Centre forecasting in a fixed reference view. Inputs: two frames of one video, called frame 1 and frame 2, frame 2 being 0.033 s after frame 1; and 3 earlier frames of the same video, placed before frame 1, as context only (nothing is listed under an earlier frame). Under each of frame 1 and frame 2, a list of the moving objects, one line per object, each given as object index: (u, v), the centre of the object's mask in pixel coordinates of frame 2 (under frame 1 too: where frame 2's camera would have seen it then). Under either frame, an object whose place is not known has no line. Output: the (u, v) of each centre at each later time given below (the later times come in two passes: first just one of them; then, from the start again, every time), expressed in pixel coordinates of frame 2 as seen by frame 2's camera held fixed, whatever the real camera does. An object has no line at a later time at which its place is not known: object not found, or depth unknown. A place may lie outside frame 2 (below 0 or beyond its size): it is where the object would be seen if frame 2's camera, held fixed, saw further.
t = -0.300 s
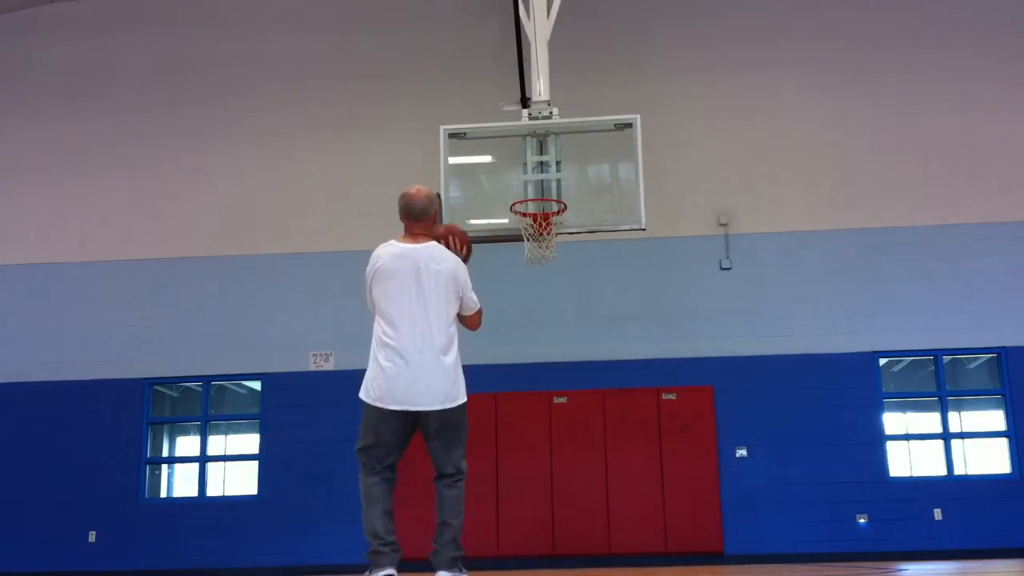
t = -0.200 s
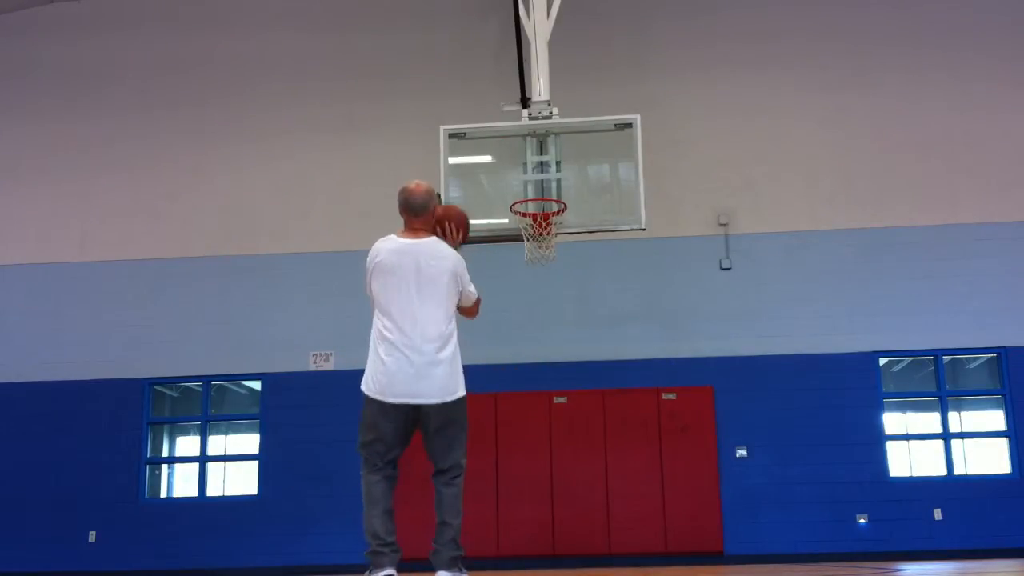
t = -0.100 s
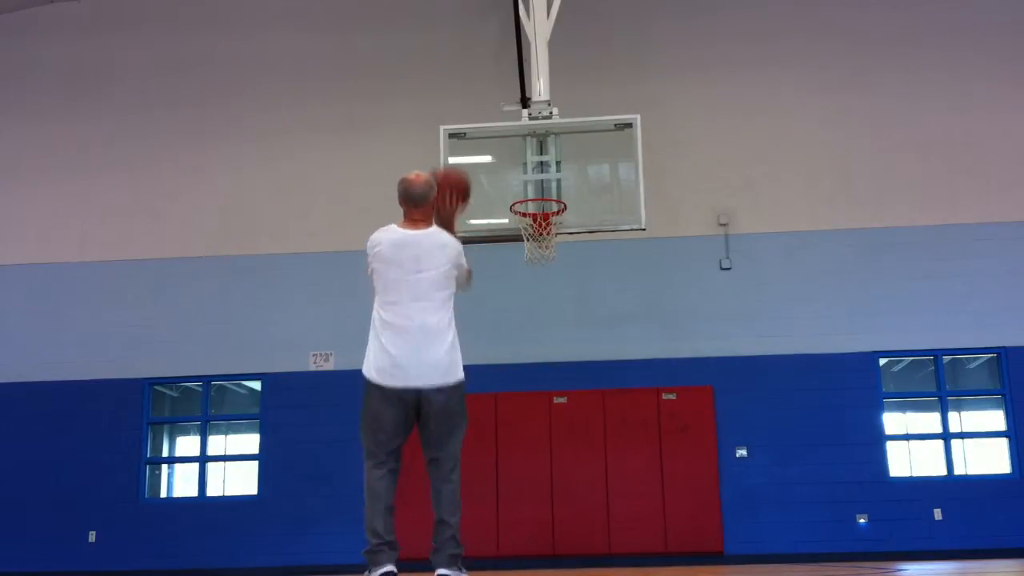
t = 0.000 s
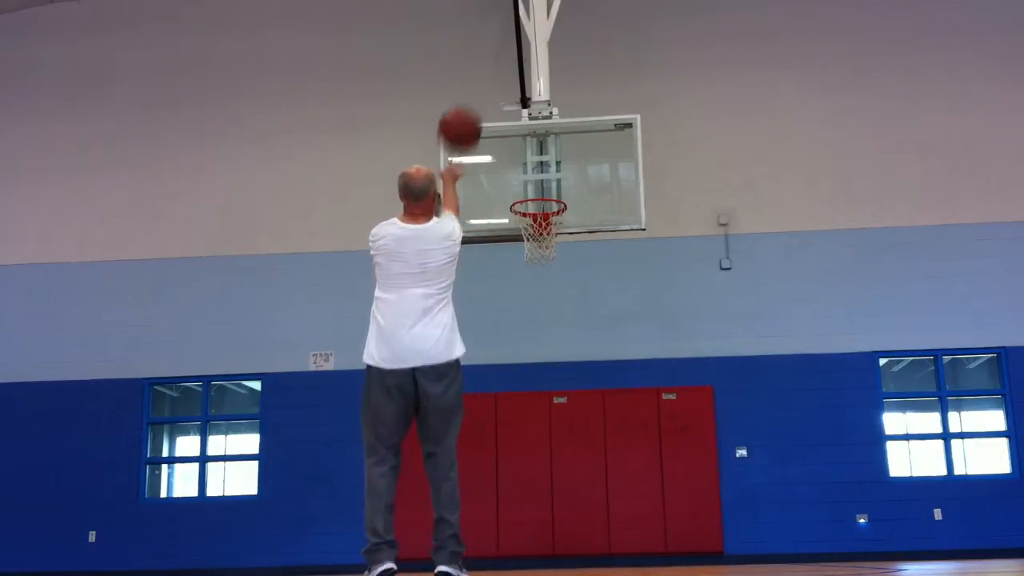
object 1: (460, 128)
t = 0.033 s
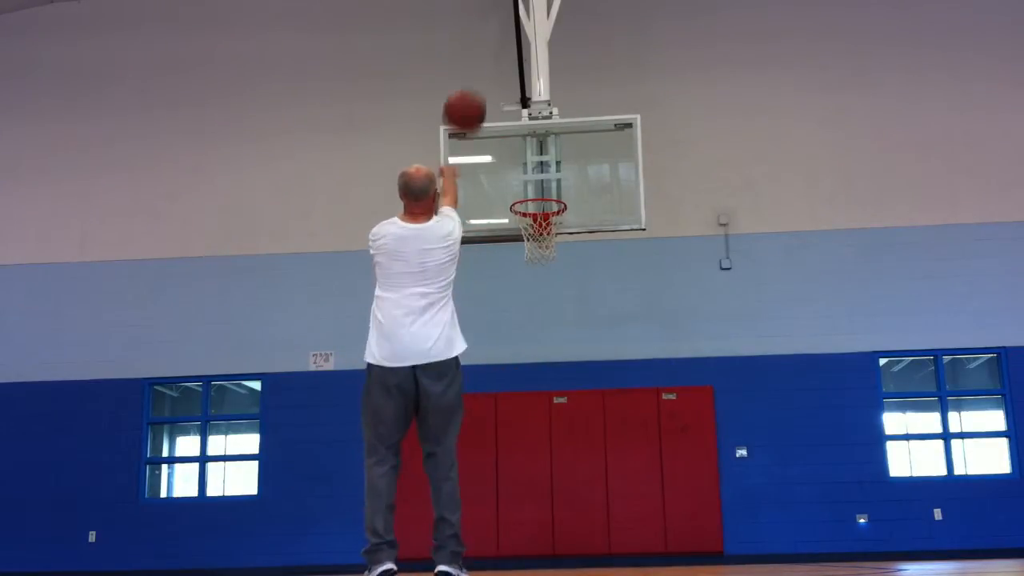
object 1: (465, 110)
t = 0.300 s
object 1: (495, 54)
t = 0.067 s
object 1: (469, 98)
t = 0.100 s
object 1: (473, 86)
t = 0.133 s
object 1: (477, 76)
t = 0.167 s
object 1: (481, 68)
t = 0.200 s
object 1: (485, 62)
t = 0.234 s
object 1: (489, 58)
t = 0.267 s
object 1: (492, 56)
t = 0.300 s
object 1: (495, 54)
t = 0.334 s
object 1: (499, 55)
